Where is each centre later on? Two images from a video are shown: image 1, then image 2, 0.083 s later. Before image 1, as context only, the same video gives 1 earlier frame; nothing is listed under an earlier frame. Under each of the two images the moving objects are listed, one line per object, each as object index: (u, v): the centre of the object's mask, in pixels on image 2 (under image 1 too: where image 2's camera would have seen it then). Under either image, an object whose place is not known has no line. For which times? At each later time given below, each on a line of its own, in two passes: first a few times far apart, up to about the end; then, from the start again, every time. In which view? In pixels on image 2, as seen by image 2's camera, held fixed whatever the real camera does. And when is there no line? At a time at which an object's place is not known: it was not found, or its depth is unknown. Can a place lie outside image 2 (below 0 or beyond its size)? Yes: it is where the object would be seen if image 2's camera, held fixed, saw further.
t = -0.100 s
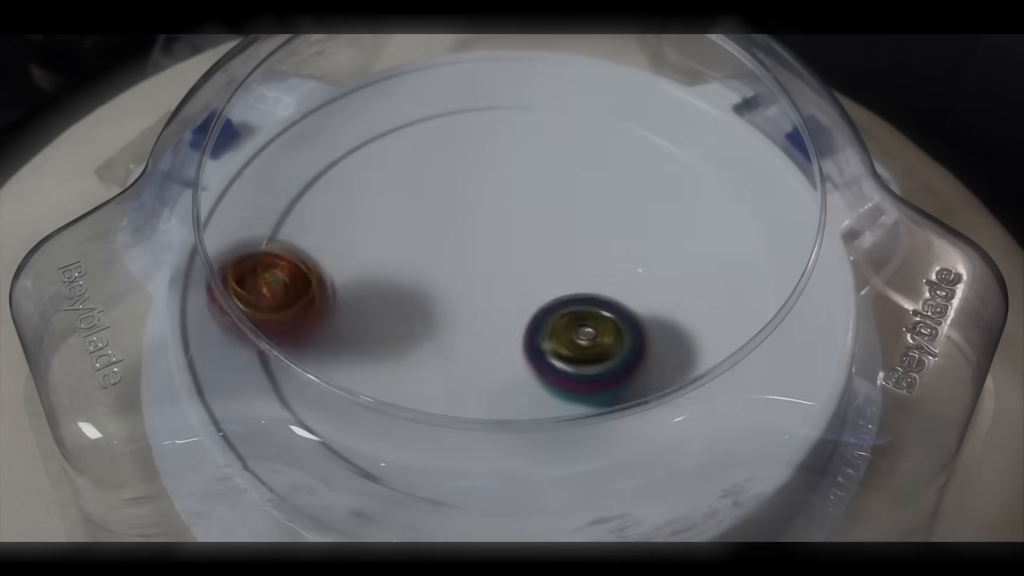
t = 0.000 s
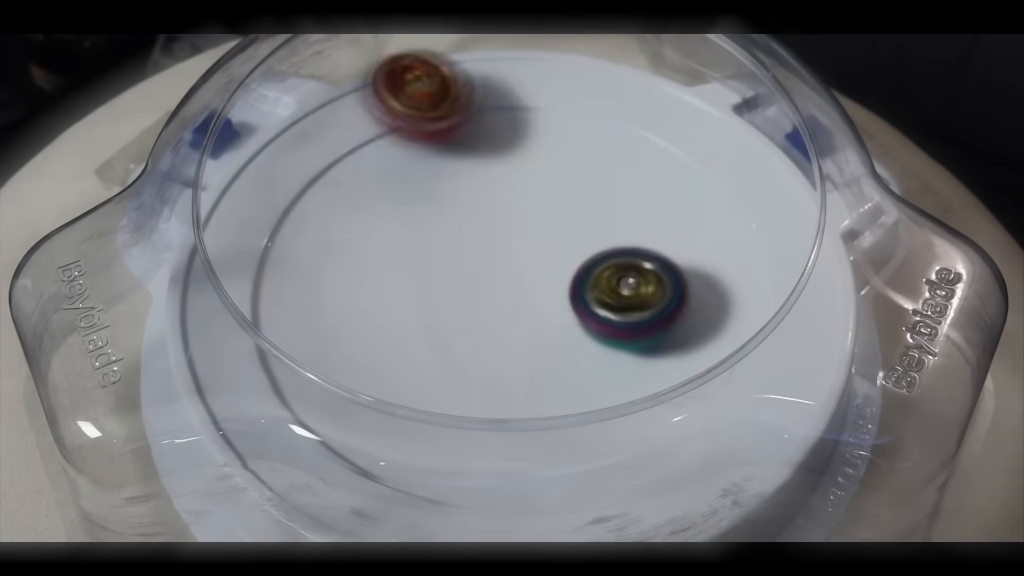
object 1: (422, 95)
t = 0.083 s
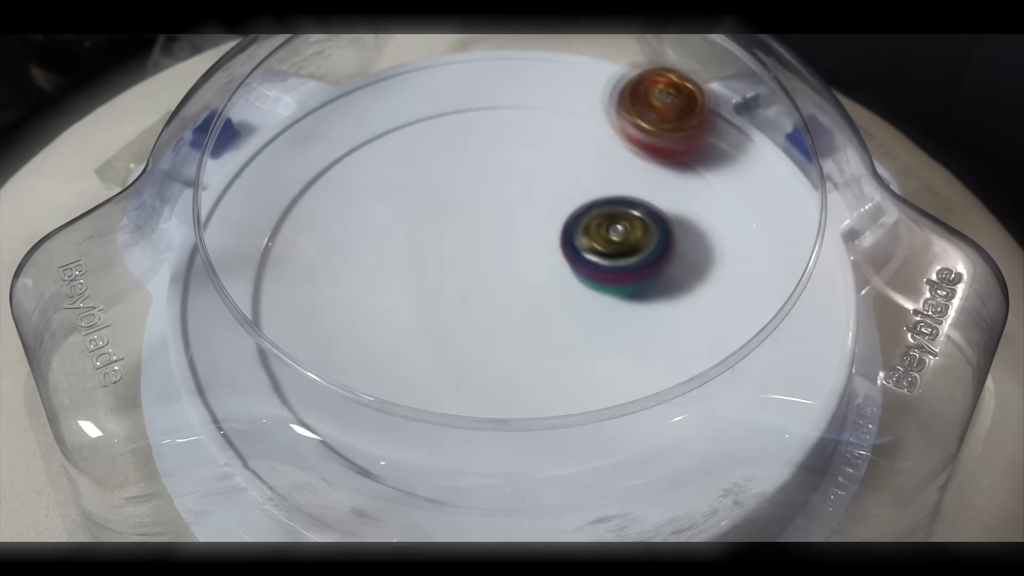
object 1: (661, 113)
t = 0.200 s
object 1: (694, 405)
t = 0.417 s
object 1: (336, 137)
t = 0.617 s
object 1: (766, 273)
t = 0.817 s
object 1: (270, 287)
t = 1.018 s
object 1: (669, 119)
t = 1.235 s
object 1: (358, 422)
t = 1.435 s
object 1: (491, 79)
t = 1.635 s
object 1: (771, 419)
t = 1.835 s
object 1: (392, 264)
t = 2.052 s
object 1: (288, 211)
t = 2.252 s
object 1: (358, 297)
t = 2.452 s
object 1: (239, 399)
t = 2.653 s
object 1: (252, 285)
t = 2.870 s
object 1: (375, 236)
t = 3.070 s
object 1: (554, 337)
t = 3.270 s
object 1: (578, 465)
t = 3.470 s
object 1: (409, 419)
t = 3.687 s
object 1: (457, 232)
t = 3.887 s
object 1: (702, 187)
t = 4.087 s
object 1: (733, 351)
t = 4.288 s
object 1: (471, 373)
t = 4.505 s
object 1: (437, 145)
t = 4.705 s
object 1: (644, 120)
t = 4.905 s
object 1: (701, 281)
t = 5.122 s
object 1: (390, 308)
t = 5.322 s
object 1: (362, 123)
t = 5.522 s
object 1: (582, 117)
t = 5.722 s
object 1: (588, 340)
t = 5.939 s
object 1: (289, 358)
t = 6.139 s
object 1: (317, 171)
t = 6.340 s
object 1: (581, 183)
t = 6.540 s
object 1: (675, 380)
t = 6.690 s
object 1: (504, 469)
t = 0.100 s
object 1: (704, 142)
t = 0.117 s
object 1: (736, 177)
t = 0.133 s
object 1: (761, 220)
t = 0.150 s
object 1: (769, 265)
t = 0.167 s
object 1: (761, 314)
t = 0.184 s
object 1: (738, 363)
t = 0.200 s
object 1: (694, 405)
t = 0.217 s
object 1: (641, 437)
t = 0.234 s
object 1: (578, 465)
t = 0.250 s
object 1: (505, 470)
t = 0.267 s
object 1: (439, 464)
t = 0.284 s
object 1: (379, 430)
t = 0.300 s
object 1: (330, 394)
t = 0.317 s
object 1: (298, 356)
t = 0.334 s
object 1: (277, 313)
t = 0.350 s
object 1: (270, 271)
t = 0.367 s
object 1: (271, 234)
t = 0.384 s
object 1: (282, 194)
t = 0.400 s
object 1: (307, 164)
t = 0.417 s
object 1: (336, 137)
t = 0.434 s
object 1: (375, 116)
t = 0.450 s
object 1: (412, 97)
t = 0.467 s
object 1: (452, 86)
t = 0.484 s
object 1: (495, 80)
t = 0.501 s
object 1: (543, 80)
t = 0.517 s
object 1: (590, 88)
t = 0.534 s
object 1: (634, 101)
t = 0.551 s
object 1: (676, 122)
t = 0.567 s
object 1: (715, 153)
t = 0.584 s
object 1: (743, 188)
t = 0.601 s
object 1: (761, 229)
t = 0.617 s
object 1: (766, 273)
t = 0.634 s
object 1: (758, 321)
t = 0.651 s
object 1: (734, 367)
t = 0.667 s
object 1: (693, 404)
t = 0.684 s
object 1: (645, 449)
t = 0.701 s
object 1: (578, 464)
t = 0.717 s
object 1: (513, 470)
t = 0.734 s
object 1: (446, 465)
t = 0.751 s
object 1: (387, 436)
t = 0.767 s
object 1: (338, 405)
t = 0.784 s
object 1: (302, 366)
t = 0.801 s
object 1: (282, 326)
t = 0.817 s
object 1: (270, 287)
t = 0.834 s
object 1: (266, 248)
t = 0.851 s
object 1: (277, 210)
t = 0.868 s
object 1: (296, 177)
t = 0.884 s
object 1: (325, 145)
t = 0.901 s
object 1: (358, 121)
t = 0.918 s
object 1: (397, 100)
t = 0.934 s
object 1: (439, 85)
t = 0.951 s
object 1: (486, 78)
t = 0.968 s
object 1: (534, 79)
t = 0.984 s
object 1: (580, 85)
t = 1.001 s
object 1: (629, 99)
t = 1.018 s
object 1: (669, 119)
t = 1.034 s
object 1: (706, 147)
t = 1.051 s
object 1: (738, 183)
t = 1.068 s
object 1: (757, 221)
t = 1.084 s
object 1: (757, 262)
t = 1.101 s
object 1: (758, 309)
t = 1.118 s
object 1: (738, 353)
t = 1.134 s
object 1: (702, 395)
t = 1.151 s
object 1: (657, 427)
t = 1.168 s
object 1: (599, 458)
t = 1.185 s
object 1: (533, 469)
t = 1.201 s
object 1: (469, 467)
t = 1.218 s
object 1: (407, 446)
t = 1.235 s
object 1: (358, 422)
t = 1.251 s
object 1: (314, 385)
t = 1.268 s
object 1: (287, 350)
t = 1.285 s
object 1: (269, 308)
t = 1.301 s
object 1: (262, 270)
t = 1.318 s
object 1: (265, 234)
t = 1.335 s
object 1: (277, 199)
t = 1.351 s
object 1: (298, 166)
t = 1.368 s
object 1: (328, 137)
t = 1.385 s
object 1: (364, 114)
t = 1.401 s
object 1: (402, 95)
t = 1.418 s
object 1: (447, 84)
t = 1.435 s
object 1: (491, 79)
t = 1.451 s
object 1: (536, 79)
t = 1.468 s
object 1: (586, 87)
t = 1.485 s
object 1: (627, 101)
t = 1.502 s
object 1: (667, 121)
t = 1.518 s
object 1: (704, 149)
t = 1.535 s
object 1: (733, 183)
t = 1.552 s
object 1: (752, 223)
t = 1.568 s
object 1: (756, 260)
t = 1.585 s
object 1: (769, 300)
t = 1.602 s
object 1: (774, 346)
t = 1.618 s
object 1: (775, 385)
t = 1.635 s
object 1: (771, 419)
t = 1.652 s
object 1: (746, 443)
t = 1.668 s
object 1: (713, 437)
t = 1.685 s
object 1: (673, 430)
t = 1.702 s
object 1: (638, 431)
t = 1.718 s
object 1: (600, 410)
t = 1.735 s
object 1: (559, 392)
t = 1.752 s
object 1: (527, 373)
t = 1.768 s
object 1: (498, 354)
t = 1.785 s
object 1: (473, 329)
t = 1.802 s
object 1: (450, 303)
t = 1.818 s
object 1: (426, 275)
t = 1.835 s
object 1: (392, 264)
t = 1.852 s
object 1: (355, 260)
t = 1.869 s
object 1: (318, 255)
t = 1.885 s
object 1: (284, 247)
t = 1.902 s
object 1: (256, 237)
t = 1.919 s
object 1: (244, 223)
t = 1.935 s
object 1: (220, 217)
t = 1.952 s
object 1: (224, 213)
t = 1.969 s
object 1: (231, 214)
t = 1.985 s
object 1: (240, 219)
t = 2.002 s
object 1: (252, 215)
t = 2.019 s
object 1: (261, 212)
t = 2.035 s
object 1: (274, 209)
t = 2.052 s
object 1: (288, 211)
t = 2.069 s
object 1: (303, 207)
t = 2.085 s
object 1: (321, 203)
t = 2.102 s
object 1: (339, 199)
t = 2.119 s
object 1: (357, 193)
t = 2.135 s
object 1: (376, 188)
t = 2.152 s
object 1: (396, 182)
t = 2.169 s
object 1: (417, 175)
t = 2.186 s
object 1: (437, 170)
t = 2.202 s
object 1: (421, 202)
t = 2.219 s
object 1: (403, 233)
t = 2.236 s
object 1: (381, 267)
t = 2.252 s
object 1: (358, 297)
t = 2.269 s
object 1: (340, 325)
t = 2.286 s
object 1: (319, 353)
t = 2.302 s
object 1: (296, 384)
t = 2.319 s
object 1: (278, 415)
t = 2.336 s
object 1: (276, 429)
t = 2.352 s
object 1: (269, 443)
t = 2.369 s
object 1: (259, 436)
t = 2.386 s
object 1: (253, 431)
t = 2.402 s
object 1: (253, 423)
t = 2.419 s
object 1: (248, 414)
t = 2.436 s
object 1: (243, 406)
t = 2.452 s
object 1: (239, 399)
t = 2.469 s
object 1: (235, 389)
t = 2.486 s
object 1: (232, 380)
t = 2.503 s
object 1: (230, 372)
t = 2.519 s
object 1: (235, 357)
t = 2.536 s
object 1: (236, 347)
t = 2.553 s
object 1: (238, 335)
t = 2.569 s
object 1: (240, 326)
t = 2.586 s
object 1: (244, 313)
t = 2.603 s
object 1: (245, 307)
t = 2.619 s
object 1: (248, 299)
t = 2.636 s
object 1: (252, 291)
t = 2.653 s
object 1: (252, 285)
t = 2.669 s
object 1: (256, 278)
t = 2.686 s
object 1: (261, 272)
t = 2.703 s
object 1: (268, 266)
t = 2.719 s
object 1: (272, 261)
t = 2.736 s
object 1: (279, 257)
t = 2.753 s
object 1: (288, 251)
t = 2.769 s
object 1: (297, 245)
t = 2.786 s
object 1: (306, 241)
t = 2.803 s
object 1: (316, 237)
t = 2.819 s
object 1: (329, 233)
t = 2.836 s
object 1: (343, 232)
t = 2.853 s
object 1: (359, 233)
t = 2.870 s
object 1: (375, 236)
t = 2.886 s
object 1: (391, 239)
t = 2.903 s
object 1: (407, 244)
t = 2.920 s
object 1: (425, 249)
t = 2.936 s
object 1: (442, 257)
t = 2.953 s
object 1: (459, 265)
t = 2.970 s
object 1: (474, 273)
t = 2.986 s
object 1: (489, 283)
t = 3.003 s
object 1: (505, 293)
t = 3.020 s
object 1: (518, 303)
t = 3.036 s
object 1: (531, 315)
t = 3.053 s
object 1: (542, 326)
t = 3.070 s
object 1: (554, 337)
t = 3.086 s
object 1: (565, 349)
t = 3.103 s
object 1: (574, 359)
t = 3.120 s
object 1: (580, 365)
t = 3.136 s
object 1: (584, 371)
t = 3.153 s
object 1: (592, 390)
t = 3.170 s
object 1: (596, 401)
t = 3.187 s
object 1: (596, 410)
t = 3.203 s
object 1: (597, 424)
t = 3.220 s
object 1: (595, 435)
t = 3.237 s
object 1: (591, 444)
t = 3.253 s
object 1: (587, 461)
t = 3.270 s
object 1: (578, 465)
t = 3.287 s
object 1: (568, 468)
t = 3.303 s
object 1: (554, 468)
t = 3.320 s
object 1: (540, 467)
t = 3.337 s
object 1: (527, 466)
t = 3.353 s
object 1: (512, 454)
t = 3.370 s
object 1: (498, 452)
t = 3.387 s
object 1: (484, 447)
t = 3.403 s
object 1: (469, 442)
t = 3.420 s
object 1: (455, 439)
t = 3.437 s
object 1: (439, 430)
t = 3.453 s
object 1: (424, 426)
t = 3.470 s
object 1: (409, 419)
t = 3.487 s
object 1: (396, 403)
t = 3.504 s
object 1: (384, 391)
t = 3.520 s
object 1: (378, 374)
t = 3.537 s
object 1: (376, 357)
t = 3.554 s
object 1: (371, 346)
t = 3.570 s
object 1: (373, 333)
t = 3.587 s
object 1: (378, 316)
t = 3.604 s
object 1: (385, 301)
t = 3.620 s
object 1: (396, 285)
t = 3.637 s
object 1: (409, 271)
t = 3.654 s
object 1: (423, 257)
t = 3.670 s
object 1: (440, 244)
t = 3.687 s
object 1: (457, 232)
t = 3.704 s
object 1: (475, 222)
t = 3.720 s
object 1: (496, 213)
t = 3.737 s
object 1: (515, 204)
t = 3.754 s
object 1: (536, 197)
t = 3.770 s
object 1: (557, 191)
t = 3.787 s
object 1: (578, 187)
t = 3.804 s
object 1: (599, 184)
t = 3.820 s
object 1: (620, 182)
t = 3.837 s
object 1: (641, 181)
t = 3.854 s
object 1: (661, 182)
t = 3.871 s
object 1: (682, 184)
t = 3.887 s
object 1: (702, 187)
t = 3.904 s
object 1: (723, 192)
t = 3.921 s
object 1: (743, 198)
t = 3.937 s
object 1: (754, 209)
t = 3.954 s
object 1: (754, 224)
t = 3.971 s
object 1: (755, 244)
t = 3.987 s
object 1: (752, 259)
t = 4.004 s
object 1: (748, 273)
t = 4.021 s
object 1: (743, 286)
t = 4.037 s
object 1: (748, 304)
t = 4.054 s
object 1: (746, 319)
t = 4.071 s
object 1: (745, 336)
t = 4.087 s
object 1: (733, 351)
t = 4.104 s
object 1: (717, 363)
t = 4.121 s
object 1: (706, 384)
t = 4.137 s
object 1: (687, 392)
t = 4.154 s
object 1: (667, 404)
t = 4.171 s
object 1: (643, 413)
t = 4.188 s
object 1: (618, 418)
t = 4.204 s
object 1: (590, 423)
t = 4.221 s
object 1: (565, 415)
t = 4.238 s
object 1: (539, 407)
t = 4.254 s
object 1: (516, 396)
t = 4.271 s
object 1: (492, 381)
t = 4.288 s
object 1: (471, 373)
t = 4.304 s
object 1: (451, 361)
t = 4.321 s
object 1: (437, 345)
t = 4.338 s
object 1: (421, 327)
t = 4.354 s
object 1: (412, 308)
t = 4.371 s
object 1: (404, 289)
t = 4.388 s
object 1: (401, 269)
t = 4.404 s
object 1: (398, 249)
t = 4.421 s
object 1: (400, 230)
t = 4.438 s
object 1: (403, 211)
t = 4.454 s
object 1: (408, 193)
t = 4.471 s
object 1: (415, 176)
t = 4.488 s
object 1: (425, 160)
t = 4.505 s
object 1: (437, 145)
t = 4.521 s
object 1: (451, 130)
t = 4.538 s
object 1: (465, 118)
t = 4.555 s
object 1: (482, 107)
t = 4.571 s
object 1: (500, 96)
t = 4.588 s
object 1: (519, 85)
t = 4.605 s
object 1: (537, 80)
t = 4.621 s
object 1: (555, 83)
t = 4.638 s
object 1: (574, 91)
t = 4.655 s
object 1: (591, 100)
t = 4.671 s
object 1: (609, 107)
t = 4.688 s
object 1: (626, 114)
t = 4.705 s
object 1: (644, 120)
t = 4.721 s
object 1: (661, 126)
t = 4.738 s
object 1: (678, 132)
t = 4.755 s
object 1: (692, 143)
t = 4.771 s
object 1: (703, 156)
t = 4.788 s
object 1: (714, 169)
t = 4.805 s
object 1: (722, 183)
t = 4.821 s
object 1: (727, 198)
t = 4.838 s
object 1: (729, 214)
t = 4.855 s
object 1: (728, 232)
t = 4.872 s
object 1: (722, 248)
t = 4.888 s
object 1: (714, 265)
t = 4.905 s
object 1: (701, 281)
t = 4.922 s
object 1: (687, 296)
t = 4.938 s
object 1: (667, 310)
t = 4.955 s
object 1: (647, 322)
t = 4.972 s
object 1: (622, 332)
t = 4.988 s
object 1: (596, 341)
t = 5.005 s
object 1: (568, 346)
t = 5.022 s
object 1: (539, 348)
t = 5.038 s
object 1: (513, 347)
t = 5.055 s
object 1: (484, 344)
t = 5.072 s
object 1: (459, 338)
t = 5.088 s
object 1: (433, 329)
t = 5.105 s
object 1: (411, 320)
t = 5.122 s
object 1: (390, 308)
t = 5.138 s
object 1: (371, 294)
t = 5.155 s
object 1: (356, 278)
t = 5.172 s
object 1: (340, 262)
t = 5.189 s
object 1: (331, 244)
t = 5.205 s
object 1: (323, 226)
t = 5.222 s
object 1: (317, 208)
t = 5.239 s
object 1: (315, 189)
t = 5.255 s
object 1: (314, 171)
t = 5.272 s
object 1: (318, 153)
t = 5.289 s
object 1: (327, 138)
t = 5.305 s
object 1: (344, 127)
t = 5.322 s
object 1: (362, 123)
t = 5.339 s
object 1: (377, 115)
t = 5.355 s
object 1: (395, 108)
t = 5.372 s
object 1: (412, 102)
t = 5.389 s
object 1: (430, 96)
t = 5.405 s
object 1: (448, 91)
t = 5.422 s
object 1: (469, 90)
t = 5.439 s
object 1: (492, 91)
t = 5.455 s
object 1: (512, 91)
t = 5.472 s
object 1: (533, 95)
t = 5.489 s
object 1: (551, 100)
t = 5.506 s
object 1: (567, 108)
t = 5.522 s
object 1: (582, 117)
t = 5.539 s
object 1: (596, 130)
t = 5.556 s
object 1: (609, 145)
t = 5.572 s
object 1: (619, 162)
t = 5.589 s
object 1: (628, 180)
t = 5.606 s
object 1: (633, 200)
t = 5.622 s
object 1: (636, 221)
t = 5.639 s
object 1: (636, 242)
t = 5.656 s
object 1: (633, 262)
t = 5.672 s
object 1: (625, 284)
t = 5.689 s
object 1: (616, 303)
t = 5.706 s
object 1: (604, 321)
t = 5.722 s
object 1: (588, 340)
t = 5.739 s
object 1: (571, 354)
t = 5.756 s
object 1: (550, 365)
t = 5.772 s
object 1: (528, 373)
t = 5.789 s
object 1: (505, 377)
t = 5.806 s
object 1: (480, 391)
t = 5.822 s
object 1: (456, 396)
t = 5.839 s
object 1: (429, 399)
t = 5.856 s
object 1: (404, 398)
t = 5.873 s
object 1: (377, 396)
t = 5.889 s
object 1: (352, 389)
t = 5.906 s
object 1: (330, 379)
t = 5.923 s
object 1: (305, 375)
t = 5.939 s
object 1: (289, 358)
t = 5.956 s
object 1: (283, 340)
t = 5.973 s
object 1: (281, 322)
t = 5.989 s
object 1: (279, 309)
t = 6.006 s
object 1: (283, 291)
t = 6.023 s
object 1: (278, 278)
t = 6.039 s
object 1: (273, 263)
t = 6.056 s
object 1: (271, 247)
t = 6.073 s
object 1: (272, 230)
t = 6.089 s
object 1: (279, 213)
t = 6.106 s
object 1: (288, 197)
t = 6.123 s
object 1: (301, 184)
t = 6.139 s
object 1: (317, 171)
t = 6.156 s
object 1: (335, 161)
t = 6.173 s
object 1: (353, 154)
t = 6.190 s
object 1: (375, 147)
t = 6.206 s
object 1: (397, 143)
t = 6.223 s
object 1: (419, 142)
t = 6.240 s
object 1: (445, 142)
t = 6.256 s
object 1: (470, 145)
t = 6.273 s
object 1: (492, 149)
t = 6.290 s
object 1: (517, 154)
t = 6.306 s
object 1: (539, 162)
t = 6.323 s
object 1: (560, 171)
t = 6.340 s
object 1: (581, 183)
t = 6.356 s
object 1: (600, 195)
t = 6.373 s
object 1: (616, 208)
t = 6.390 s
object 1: (633, 223)
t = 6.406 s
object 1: (647, 239)
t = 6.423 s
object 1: (659, 255)
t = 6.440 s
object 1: (670, 273)
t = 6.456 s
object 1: (676, 290)
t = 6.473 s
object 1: (682, 308)
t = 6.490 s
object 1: (683, 323)
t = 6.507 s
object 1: (678, 336)
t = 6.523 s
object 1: (679, 358)
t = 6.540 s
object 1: (675, 380)
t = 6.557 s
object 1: (670, 402)
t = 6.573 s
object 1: (659, 415)
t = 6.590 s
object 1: (645, 434)
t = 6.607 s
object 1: (631, 453)
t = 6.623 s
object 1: (605, 458)
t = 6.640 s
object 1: (580, 463)
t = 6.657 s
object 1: (552, 466)
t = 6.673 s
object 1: (528, 468)
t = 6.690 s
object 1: (504, 469)
